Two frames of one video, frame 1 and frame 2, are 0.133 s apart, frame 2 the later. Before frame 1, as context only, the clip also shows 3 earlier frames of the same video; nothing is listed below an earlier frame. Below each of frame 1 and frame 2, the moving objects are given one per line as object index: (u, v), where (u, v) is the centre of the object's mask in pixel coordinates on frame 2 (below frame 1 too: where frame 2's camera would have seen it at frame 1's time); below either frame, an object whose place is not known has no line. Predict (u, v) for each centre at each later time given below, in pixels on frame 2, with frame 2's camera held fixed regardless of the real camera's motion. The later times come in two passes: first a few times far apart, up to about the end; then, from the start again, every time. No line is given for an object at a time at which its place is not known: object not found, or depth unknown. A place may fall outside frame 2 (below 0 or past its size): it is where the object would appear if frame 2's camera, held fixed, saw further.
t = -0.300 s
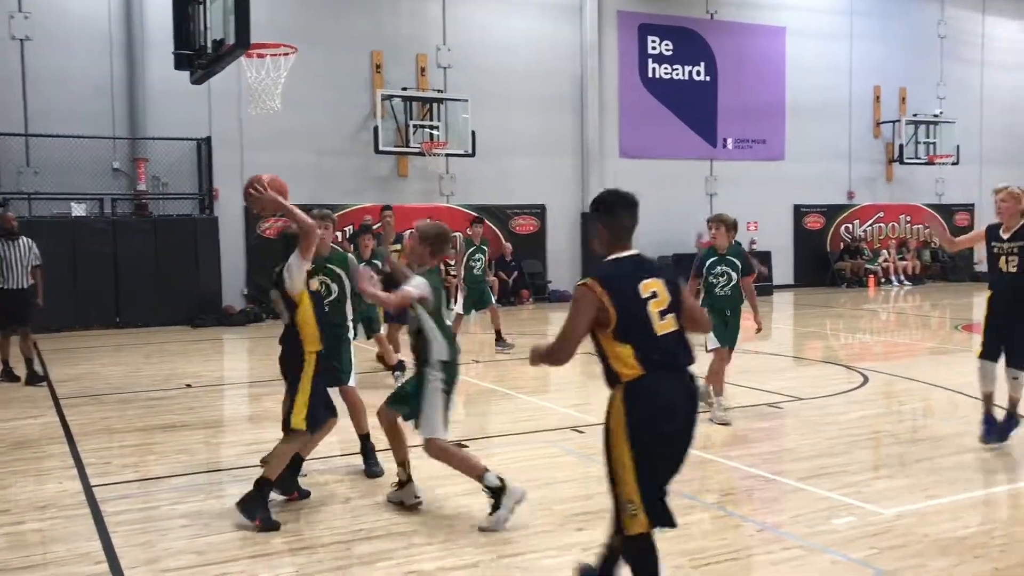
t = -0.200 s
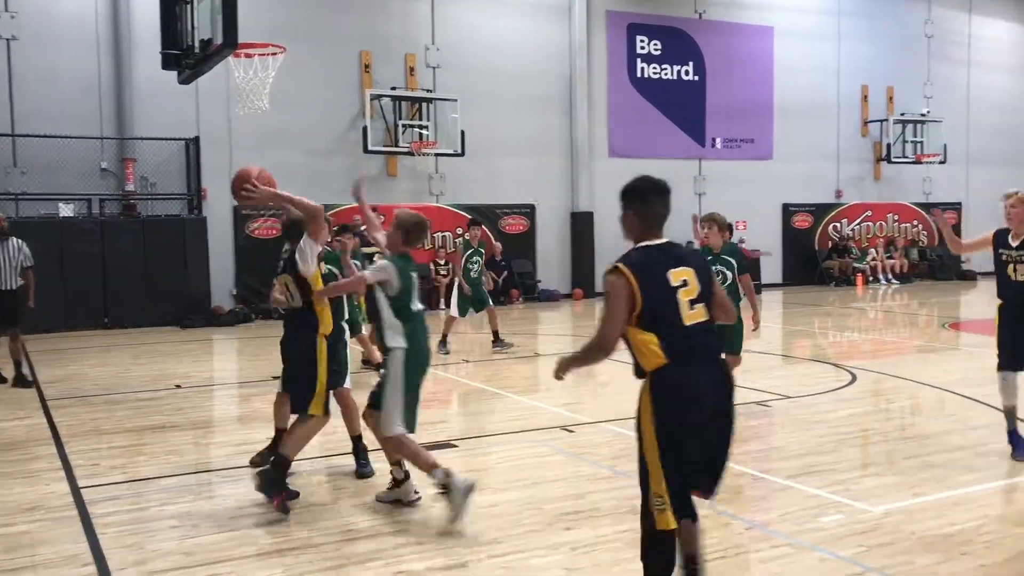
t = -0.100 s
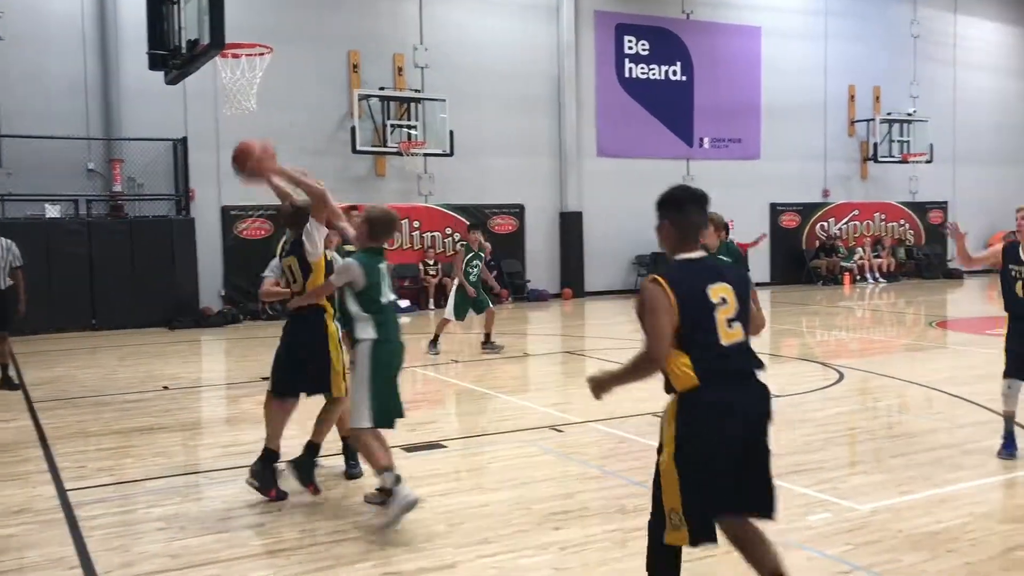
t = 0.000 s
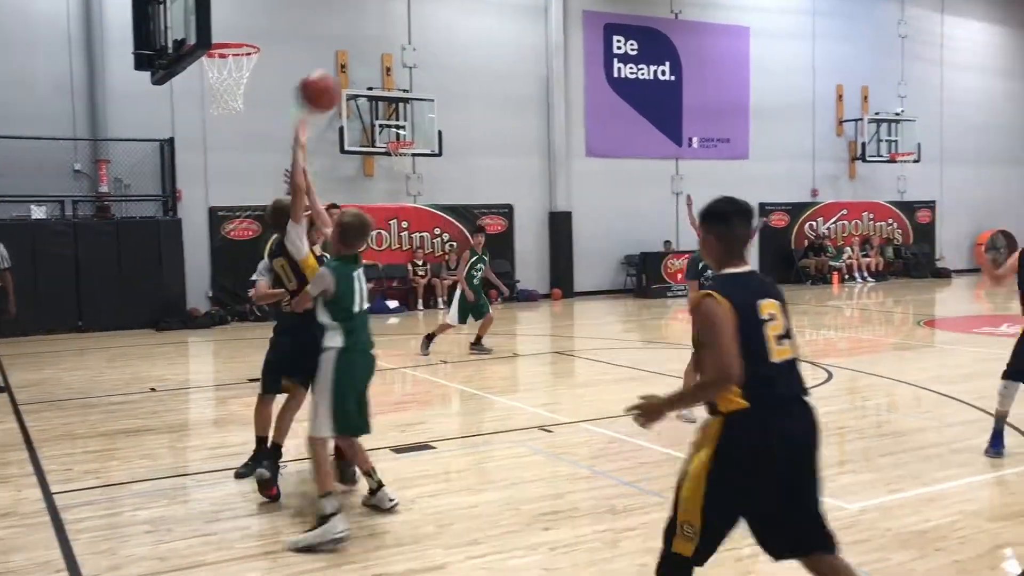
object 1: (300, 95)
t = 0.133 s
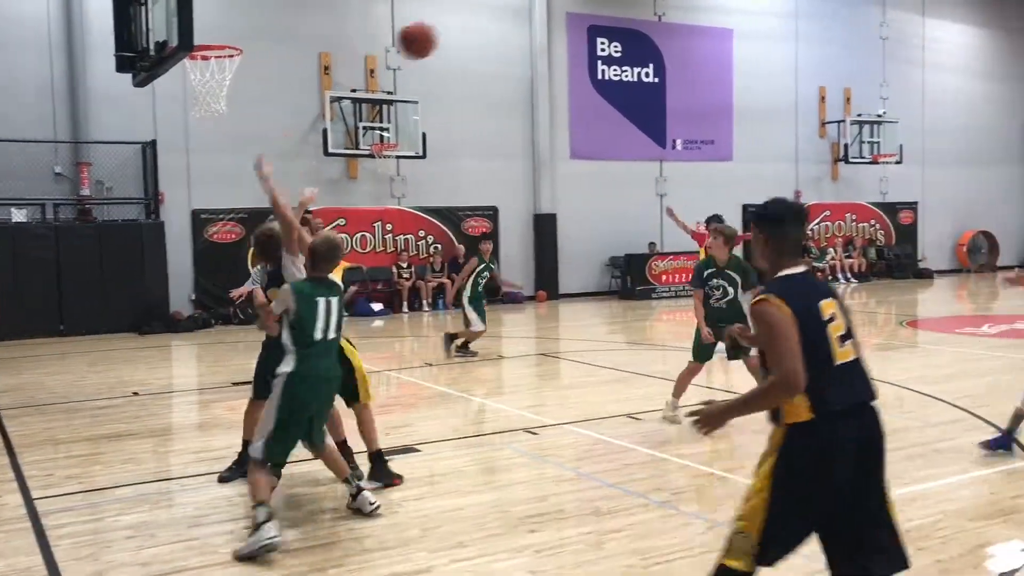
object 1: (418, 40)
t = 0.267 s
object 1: (512, 20)
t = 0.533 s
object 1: (659, 57)
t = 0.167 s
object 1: (442, 32)
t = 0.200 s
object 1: (466, 26)
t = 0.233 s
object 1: (490, 22)
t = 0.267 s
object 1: (512, 20)
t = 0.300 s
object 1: (533, 20)
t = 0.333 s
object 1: (554, 21)
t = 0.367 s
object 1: (572, 26)
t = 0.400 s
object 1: (591, 30)
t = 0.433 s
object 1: (608, 35)
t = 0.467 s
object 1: (626, 41)
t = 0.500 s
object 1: (642, 48)
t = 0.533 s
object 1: (659, 57)
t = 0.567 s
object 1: (674, 66)
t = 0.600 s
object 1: (689, 76)
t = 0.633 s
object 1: (704, 87)
